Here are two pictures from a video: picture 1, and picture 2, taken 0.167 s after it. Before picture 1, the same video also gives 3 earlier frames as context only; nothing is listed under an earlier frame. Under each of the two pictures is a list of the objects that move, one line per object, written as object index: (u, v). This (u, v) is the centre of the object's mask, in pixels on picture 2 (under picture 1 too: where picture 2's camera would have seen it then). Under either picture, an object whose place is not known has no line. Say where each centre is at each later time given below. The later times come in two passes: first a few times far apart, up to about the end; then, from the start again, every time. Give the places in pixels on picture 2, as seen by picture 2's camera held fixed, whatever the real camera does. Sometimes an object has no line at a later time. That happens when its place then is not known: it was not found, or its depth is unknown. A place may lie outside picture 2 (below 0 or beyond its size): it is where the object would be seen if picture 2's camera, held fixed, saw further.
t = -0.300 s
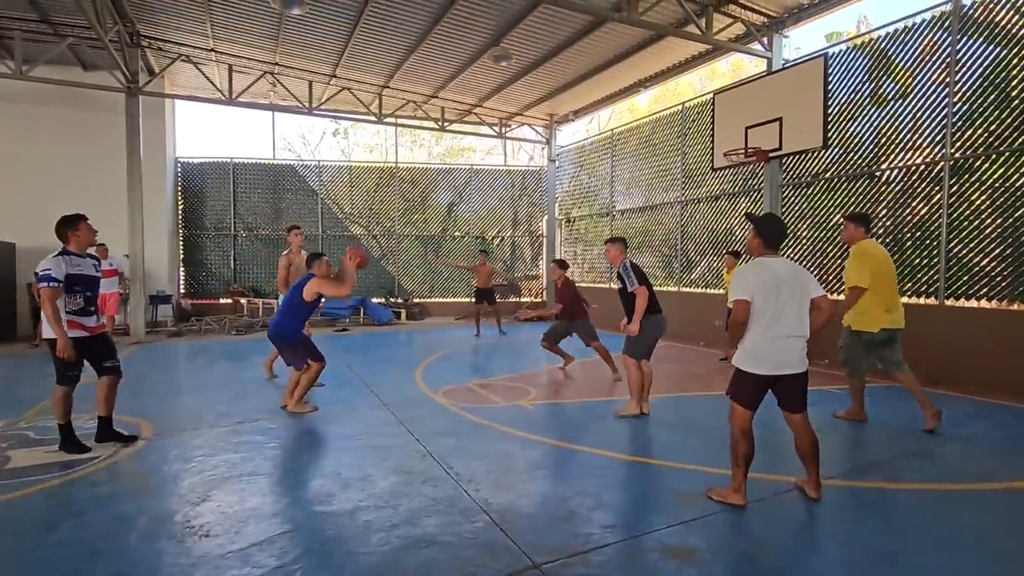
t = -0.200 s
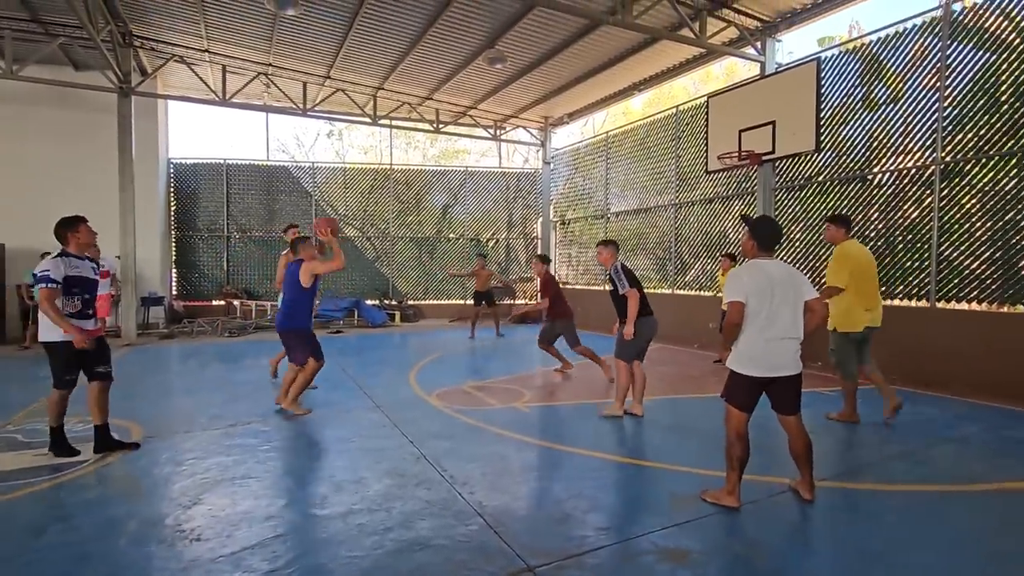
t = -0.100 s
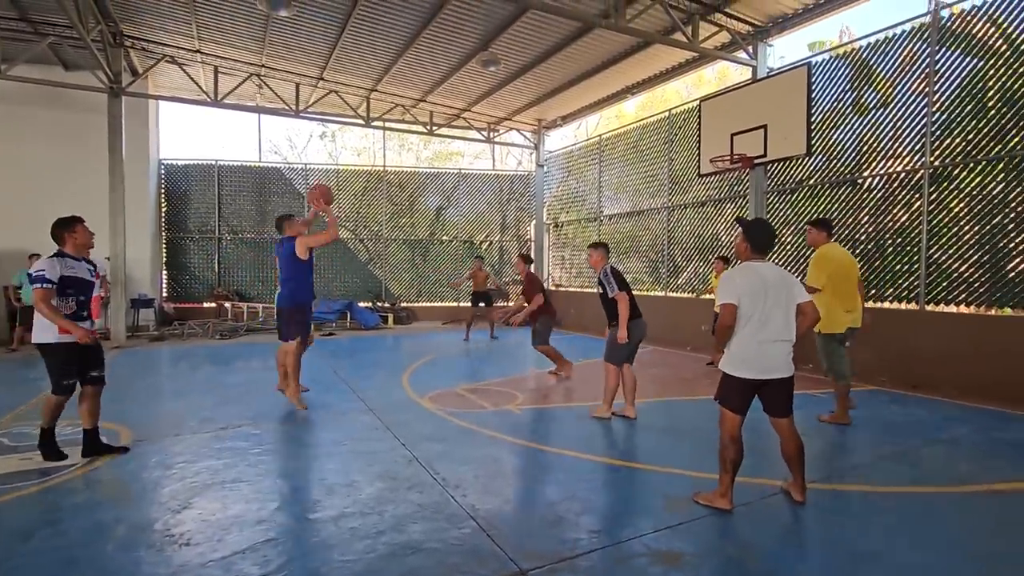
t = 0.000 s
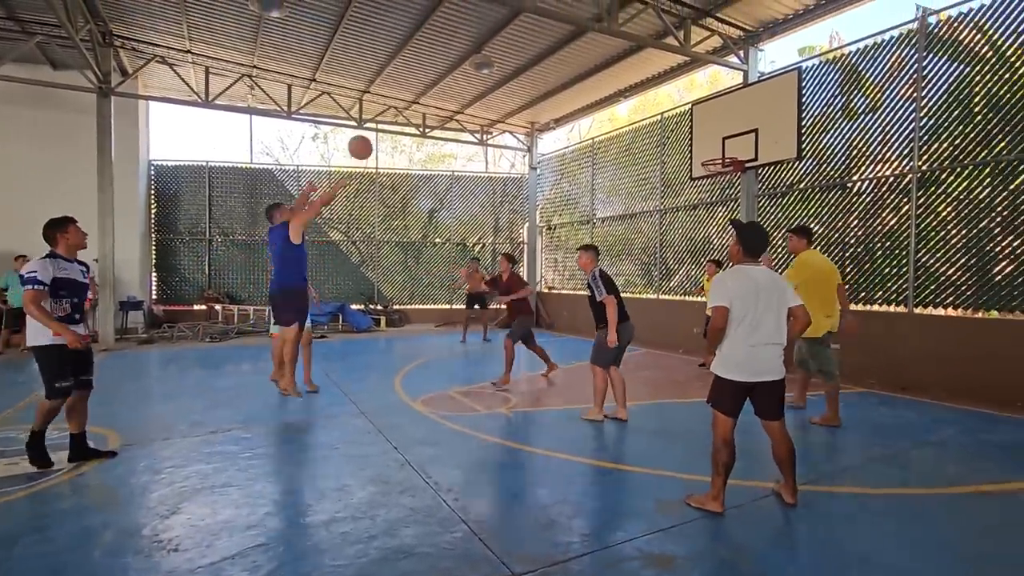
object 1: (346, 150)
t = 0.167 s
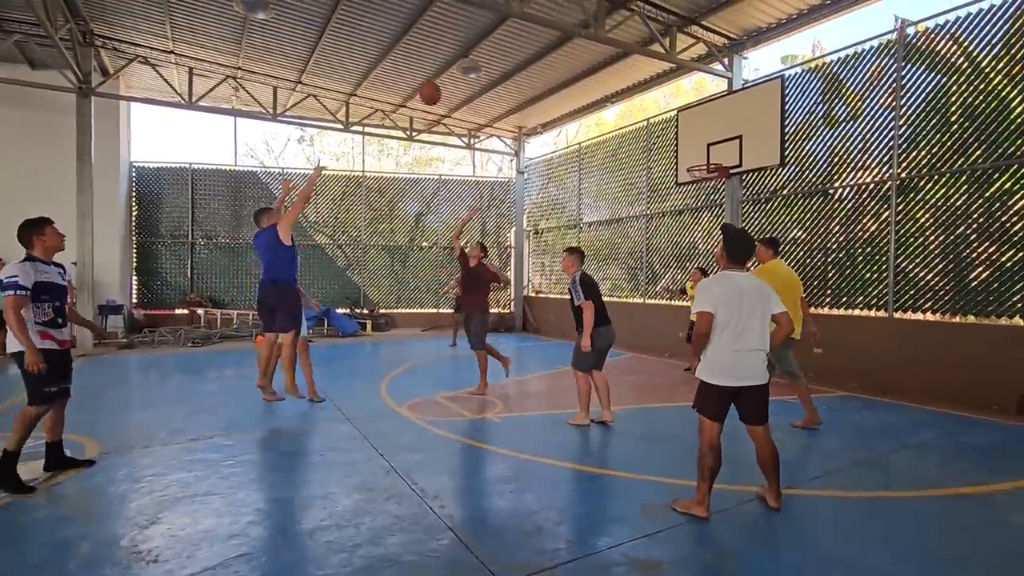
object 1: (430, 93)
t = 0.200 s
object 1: (445, 86)
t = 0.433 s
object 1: (538, 68)
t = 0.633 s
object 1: (604, 90)
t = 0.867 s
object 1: (667, 147)
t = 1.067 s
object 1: (647, 190)
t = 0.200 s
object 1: (445, 86)
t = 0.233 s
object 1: (460, 79)
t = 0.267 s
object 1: (471, 72)
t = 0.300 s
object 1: (484, 70)
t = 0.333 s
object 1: (501, 67)
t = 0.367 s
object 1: (513, 66)
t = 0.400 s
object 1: (526, 67)
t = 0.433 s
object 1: (538, 68)
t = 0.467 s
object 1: (550, 69)
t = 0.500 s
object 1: (562, 71)
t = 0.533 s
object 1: (573, 75)
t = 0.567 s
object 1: (584, 79)
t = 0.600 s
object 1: (594, 83)
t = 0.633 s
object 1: (604, 90)
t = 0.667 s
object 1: (613, 95)
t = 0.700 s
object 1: (623, 102)
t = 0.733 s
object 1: (632, 110)
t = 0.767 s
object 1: (641, 118)
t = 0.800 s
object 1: (650, 127)
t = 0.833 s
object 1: (658, 136)
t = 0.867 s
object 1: (667, 147)
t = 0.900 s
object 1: (675, 157)
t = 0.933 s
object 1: (683, 168)
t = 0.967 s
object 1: (675, 173)
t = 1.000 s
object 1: (665, 178)
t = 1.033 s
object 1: (657, 184)
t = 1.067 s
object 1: (647, 190)
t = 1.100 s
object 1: (638, 198)
